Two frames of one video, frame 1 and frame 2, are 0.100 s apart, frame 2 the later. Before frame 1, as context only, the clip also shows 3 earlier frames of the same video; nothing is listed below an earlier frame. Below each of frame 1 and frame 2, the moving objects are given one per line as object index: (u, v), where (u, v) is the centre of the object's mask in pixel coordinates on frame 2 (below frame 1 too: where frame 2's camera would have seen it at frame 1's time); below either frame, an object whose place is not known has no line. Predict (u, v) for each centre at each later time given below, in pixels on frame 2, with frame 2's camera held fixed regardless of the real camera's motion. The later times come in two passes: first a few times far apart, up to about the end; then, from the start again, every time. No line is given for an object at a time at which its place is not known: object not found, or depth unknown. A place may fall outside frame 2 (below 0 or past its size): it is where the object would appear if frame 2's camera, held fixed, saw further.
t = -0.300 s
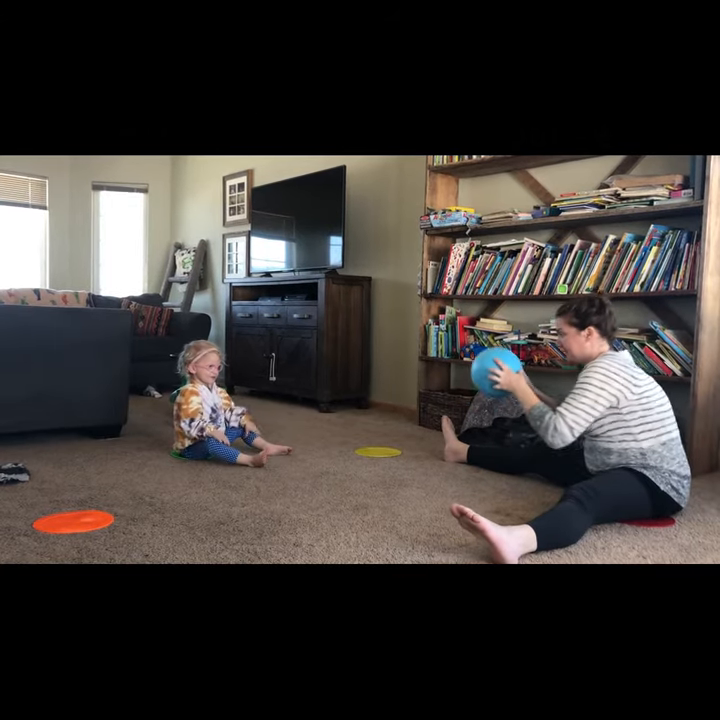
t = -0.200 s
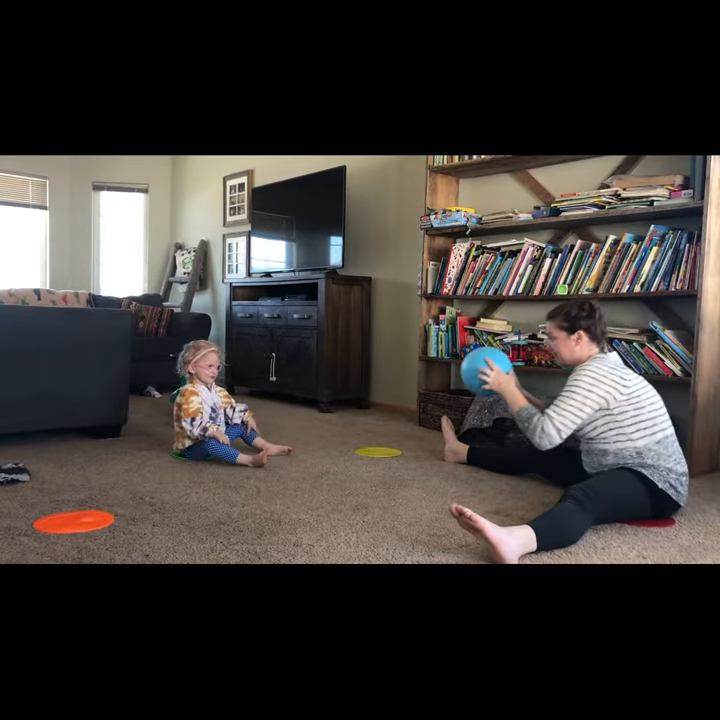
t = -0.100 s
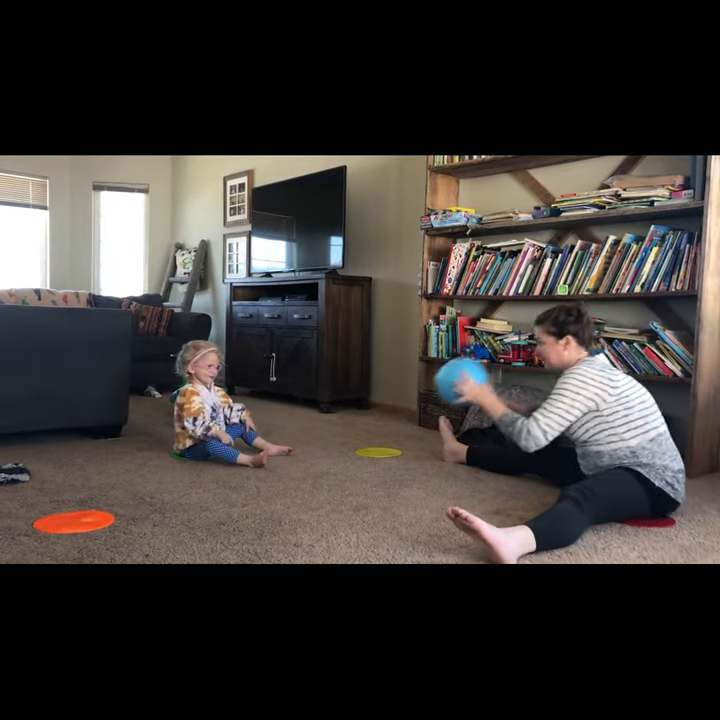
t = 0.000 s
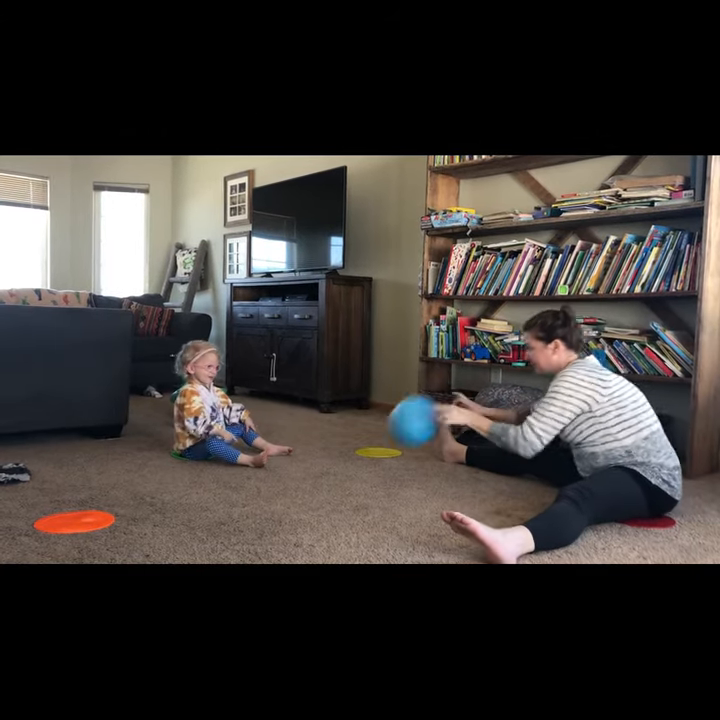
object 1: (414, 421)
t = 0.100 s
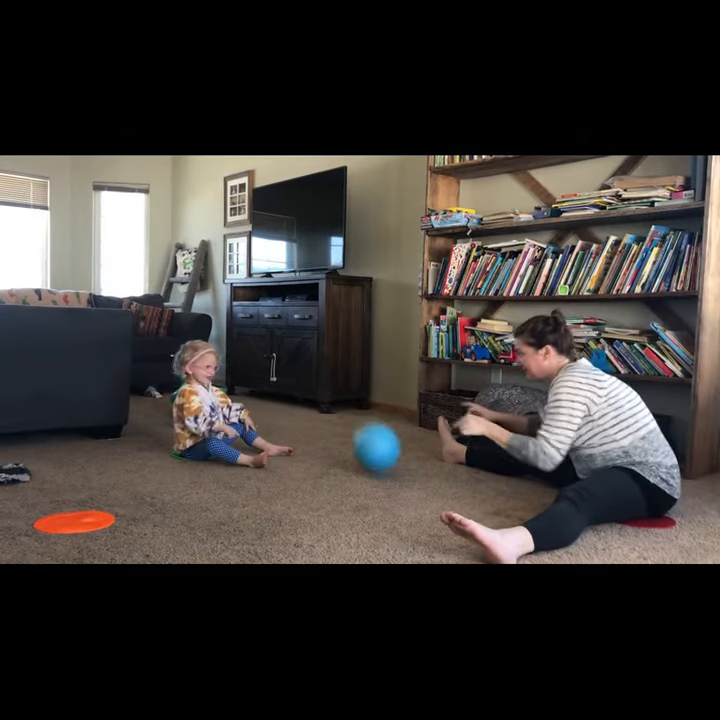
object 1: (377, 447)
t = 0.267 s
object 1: (340, 398)
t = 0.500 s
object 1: (296, 424)
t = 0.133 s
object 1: (368, 431)
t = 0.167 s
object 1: (361, 419)
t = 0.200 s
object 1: (354, 409)
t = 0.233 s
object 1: (347, 402)
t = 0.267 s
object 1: (340, 398)
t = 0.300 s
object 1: (334, 395)
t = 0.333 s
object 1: (328, 395)
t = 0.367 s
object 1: (321, 397)
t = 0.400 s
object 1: (315, 401)
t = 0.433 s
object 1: (309, 407)
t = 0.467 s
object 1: (302, 414)
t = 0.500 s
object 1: (296, 424)
